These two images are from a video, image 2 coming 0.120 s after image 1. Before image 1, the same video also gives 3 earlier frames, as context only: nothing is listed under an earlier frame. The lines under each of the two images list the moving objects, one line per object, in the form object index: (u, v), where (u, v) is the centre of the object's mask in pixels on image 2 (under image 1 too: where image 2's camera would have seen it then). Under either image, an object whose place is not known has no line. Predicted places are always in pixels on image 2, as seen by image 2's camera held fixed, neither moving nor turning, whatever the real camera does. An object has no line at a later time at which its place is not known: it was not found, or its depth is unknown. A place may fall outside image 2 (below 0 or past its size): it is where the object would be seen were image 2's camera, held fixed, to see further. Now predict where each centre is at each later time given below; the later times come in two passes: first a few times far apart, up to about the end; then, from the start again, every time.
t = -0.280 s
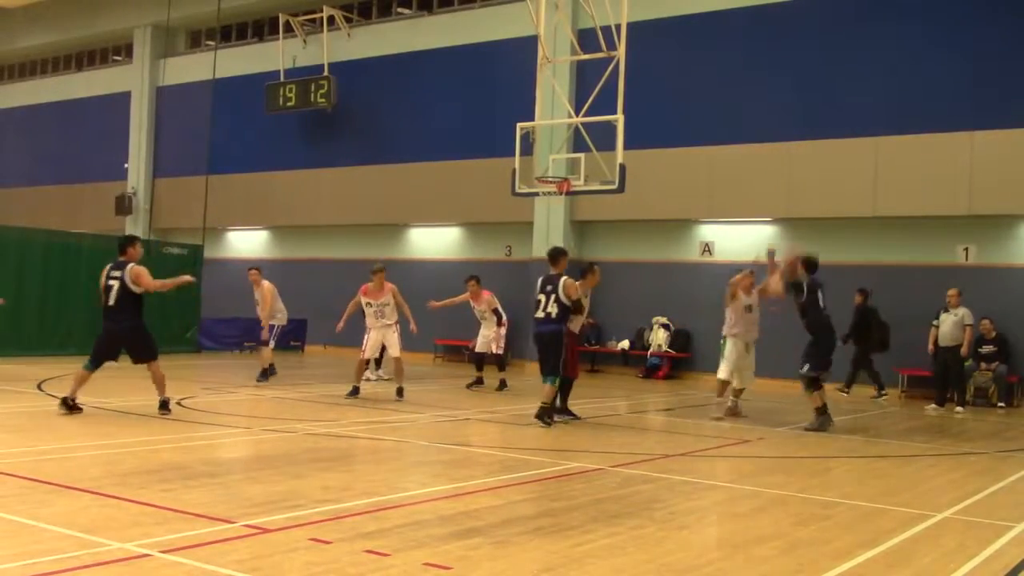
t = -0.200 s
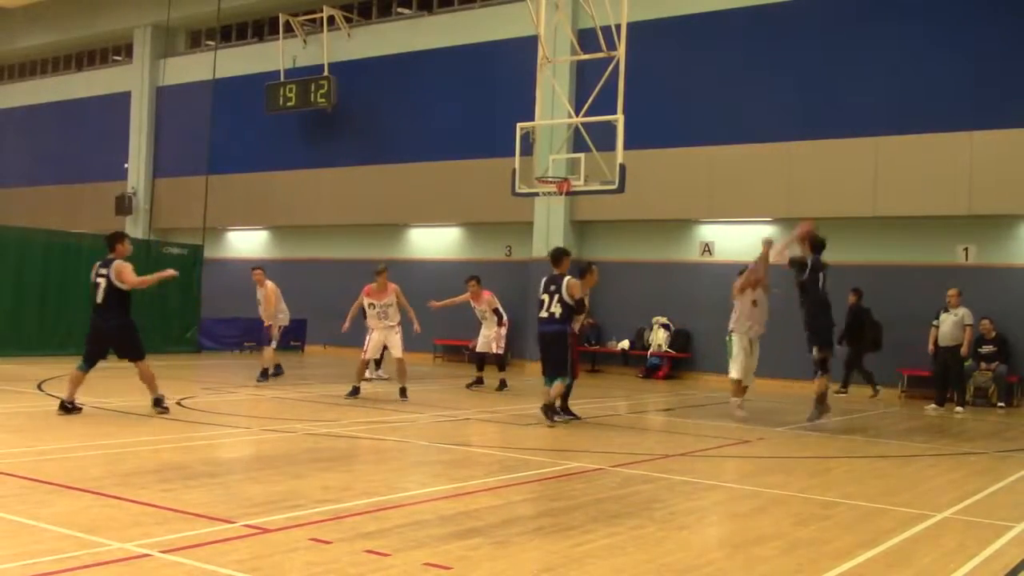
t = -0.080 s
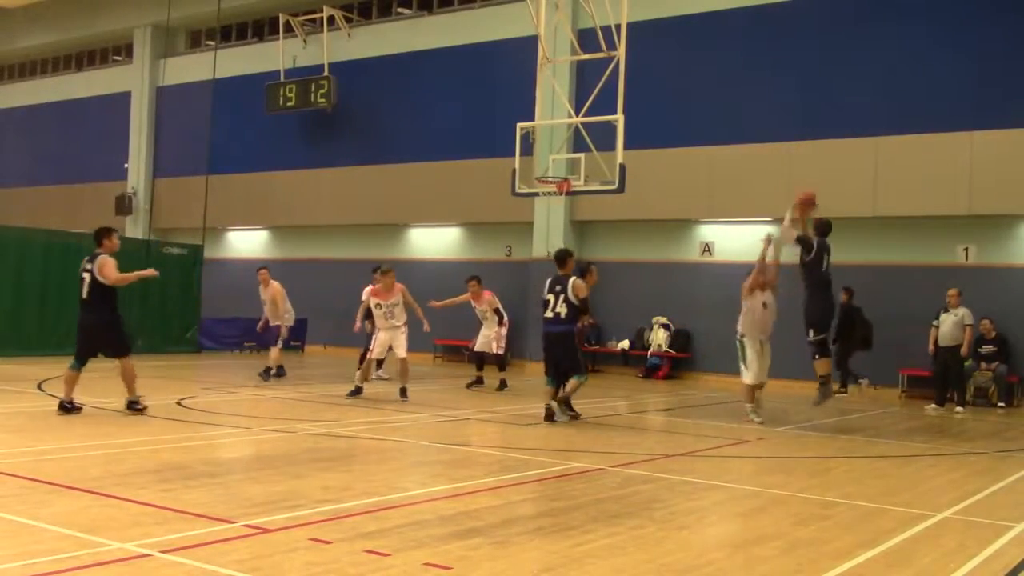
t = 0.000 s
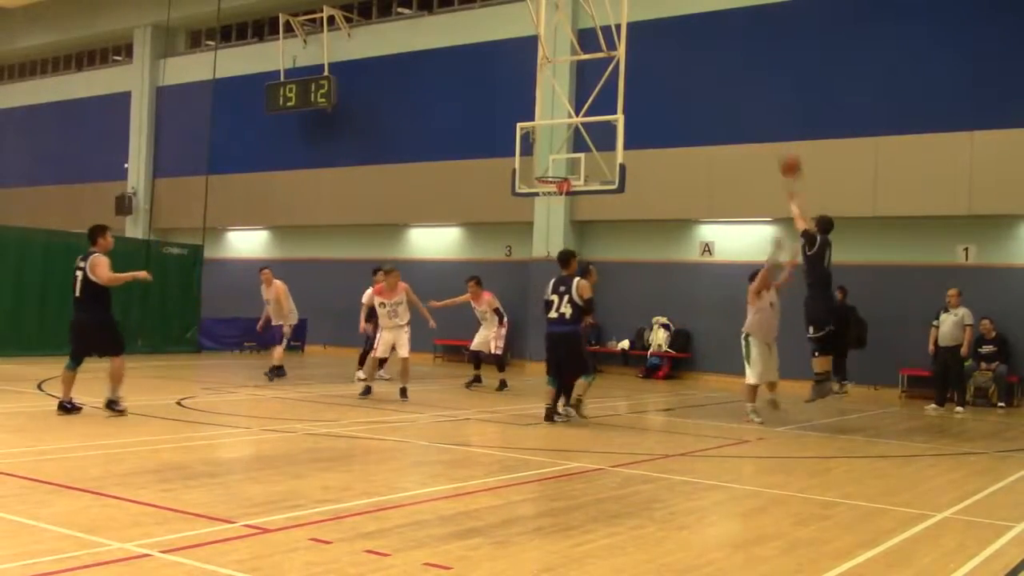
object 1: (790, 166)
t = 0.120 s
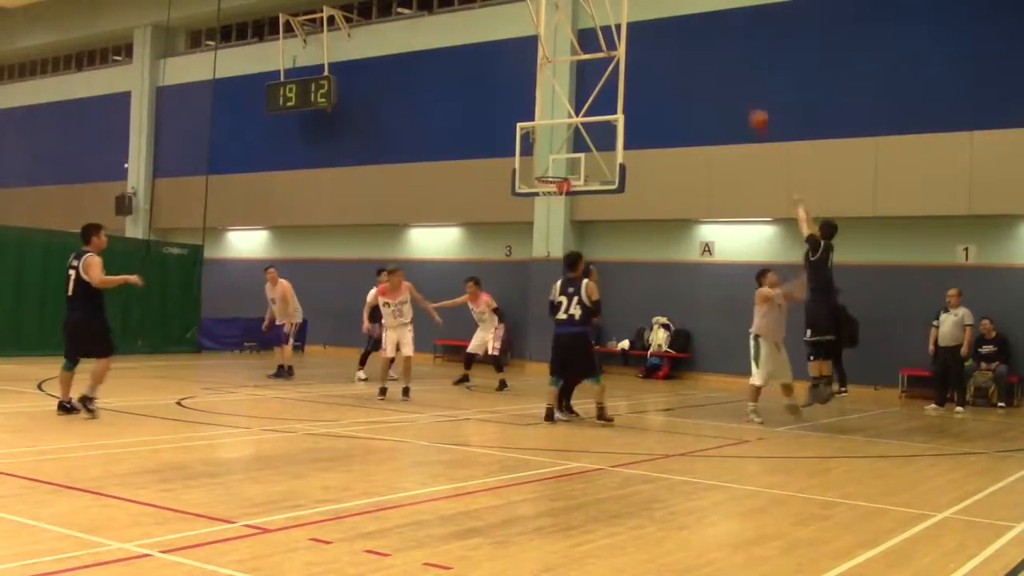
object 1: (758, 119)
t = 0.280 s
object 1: (722, 85)
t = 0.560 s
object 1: (663, 74)
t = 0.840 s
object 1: (609, 118)
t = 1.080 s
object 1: (582, 188)
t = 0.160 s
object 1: (750, 110)
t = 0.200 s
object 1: (740, 101)
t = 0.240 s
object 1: (731, 92)
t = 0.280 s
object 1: (722, 85)
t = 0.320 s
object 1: (713, 80)
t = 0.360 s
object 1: (704, 76)
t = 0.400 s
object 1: (696, 73)
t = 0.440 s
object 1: (687, 71)
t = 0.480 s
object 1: (679, 71)
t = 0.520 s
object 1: (671, 72)
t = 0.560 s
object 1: (663, 74)
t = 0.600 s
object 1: (655, 77)
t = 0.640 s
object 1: (648, 81)
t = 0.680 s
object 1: (640, 87)
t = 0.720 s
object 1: (633, 93)
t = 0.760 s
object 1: (625, 100)
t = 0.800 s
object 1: (617, 109)
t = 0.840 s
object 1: (609, 118)
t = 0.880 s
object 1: (603, 129)
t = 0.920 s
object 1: (596, 138)
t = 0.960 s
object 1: (589, 152)
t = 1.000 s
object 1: (582, 165)
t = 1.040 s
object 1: (578, 179)
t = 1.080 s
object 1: (582, 188)
